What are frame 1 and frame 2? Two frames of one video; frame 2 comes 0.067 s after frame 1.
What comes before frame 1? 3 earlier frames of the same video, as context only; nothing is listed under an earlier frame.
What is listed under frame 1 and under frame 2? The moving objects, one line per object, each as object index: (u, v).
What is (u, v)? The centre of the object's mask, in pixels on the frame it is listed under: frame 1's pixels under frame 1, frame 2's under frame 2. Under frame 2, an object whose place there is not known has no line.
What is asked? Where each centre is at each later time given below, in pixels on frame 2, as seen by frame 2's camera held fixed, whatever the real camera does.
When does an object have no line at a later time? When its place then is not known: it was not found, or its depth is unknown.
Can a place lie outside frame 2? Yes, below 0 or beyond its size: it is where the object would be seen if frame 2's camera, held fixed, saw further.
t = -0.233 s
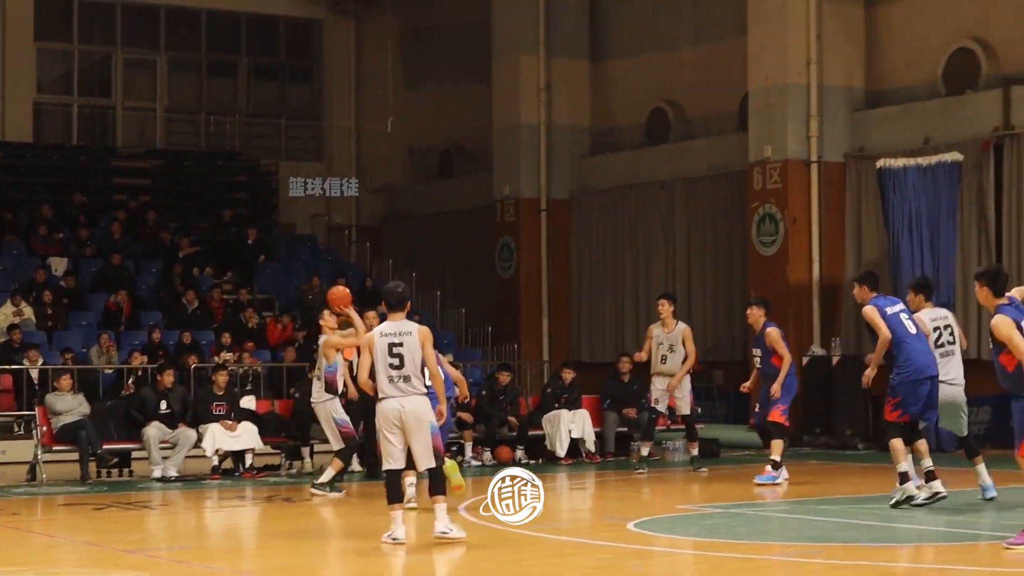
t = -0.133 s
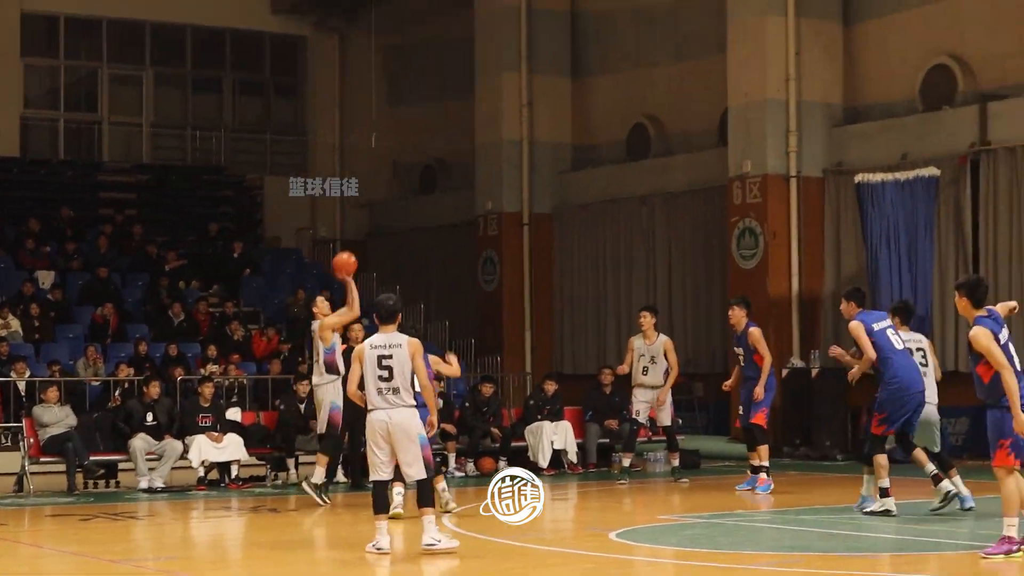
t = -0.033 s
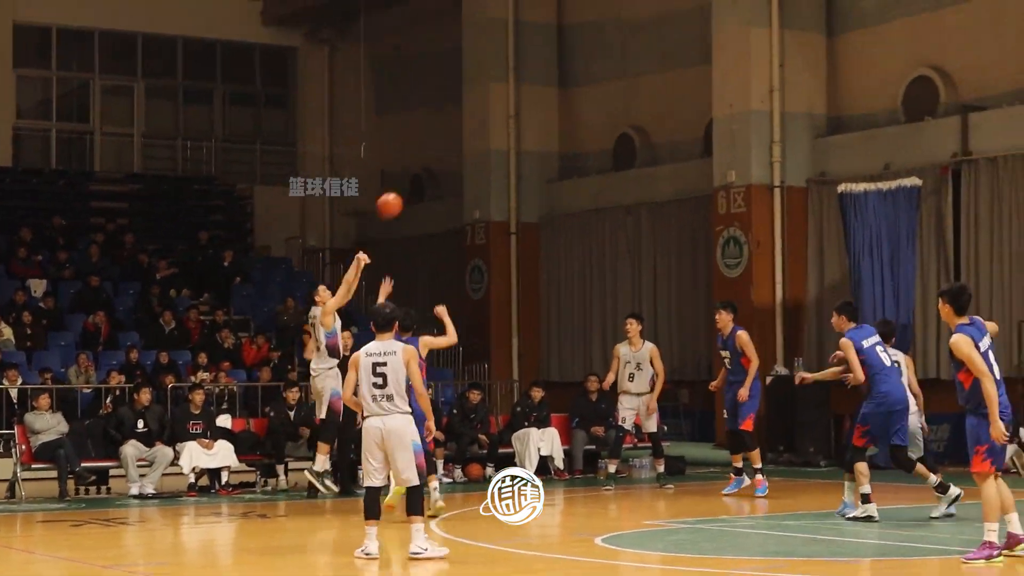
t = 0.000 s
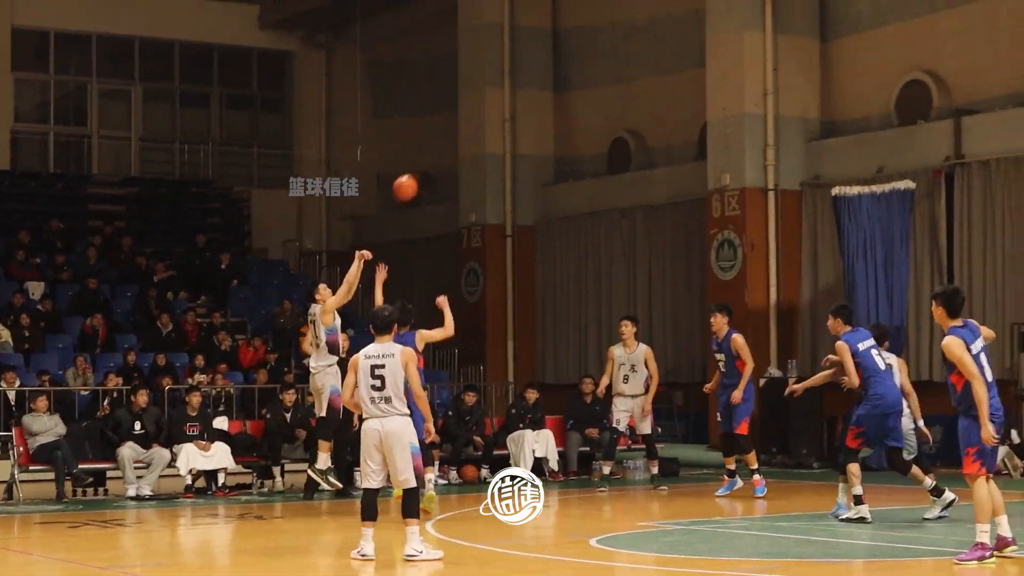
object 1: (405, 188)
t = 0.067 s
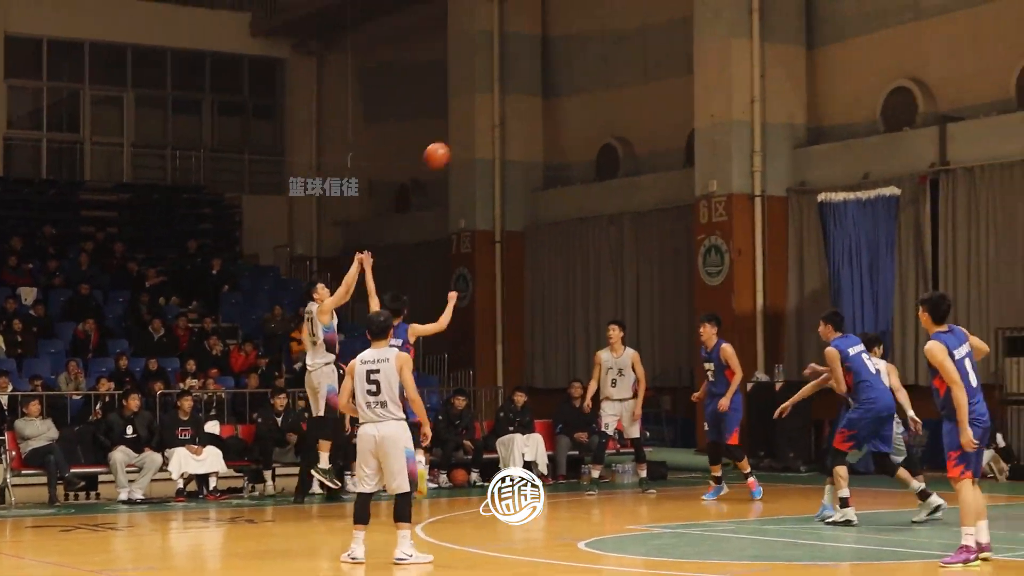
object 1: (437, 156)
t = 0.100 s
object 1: (458, 139)
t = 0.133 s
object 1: (478, 121)
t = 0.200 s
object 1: (520, 91)
